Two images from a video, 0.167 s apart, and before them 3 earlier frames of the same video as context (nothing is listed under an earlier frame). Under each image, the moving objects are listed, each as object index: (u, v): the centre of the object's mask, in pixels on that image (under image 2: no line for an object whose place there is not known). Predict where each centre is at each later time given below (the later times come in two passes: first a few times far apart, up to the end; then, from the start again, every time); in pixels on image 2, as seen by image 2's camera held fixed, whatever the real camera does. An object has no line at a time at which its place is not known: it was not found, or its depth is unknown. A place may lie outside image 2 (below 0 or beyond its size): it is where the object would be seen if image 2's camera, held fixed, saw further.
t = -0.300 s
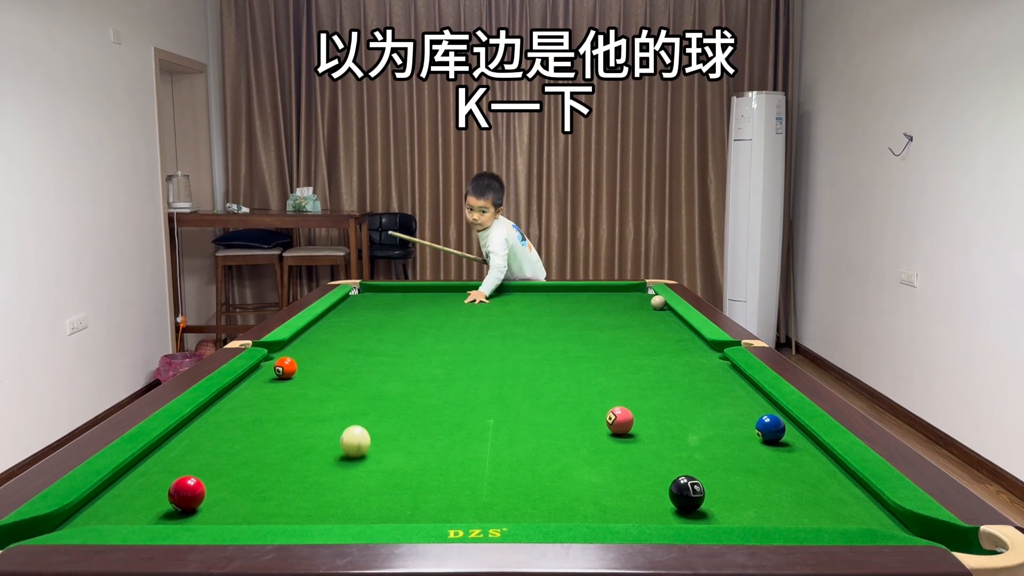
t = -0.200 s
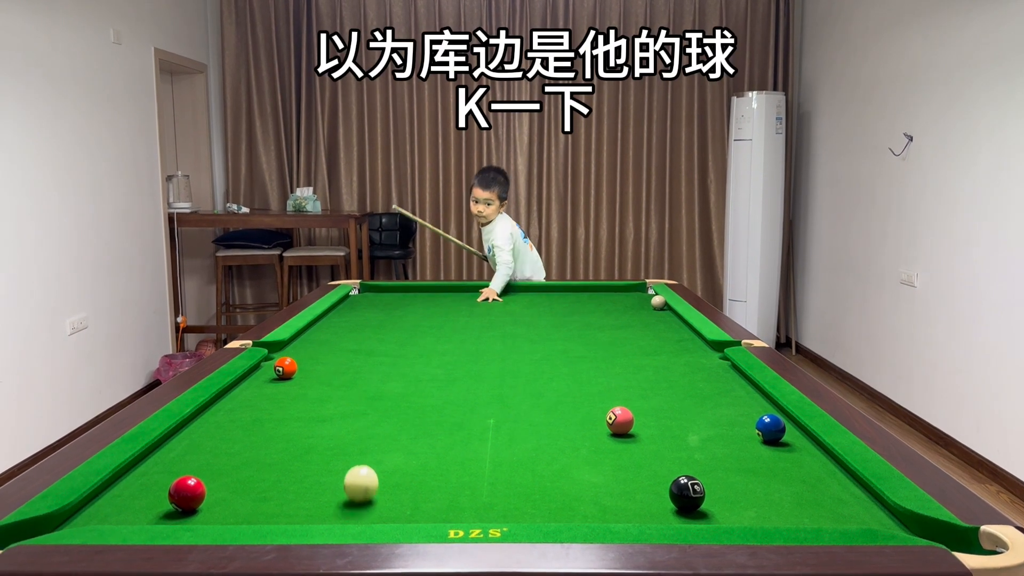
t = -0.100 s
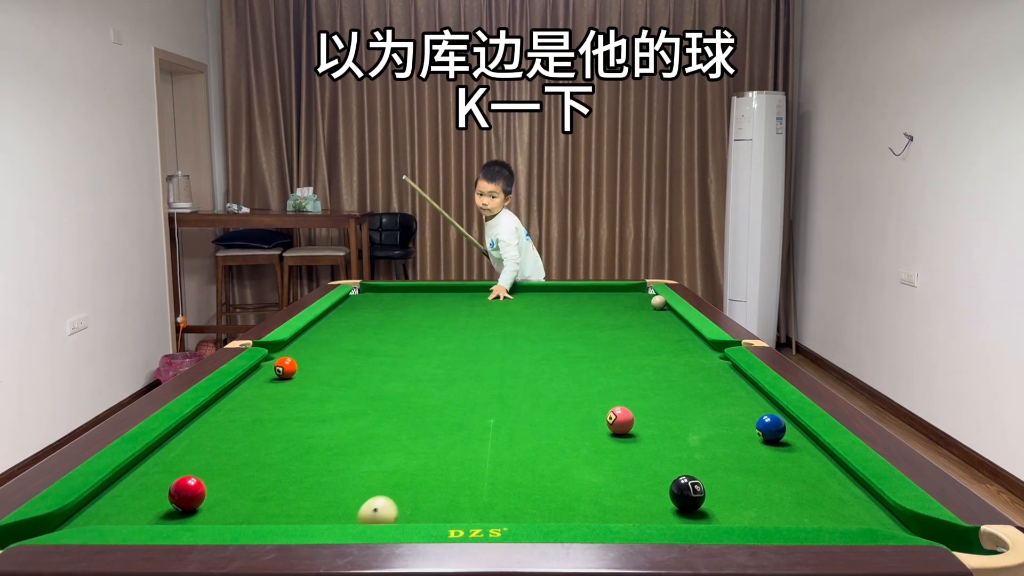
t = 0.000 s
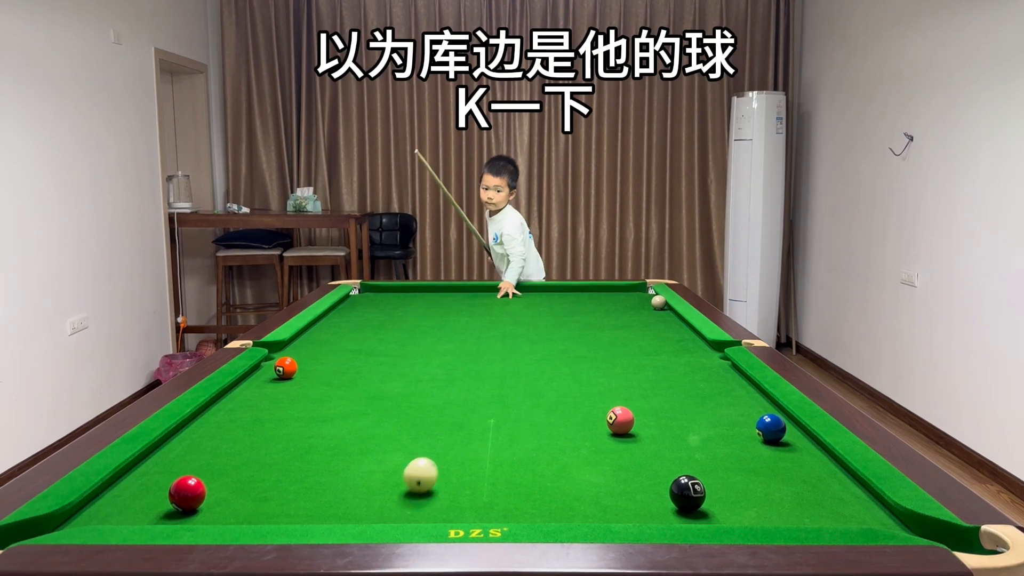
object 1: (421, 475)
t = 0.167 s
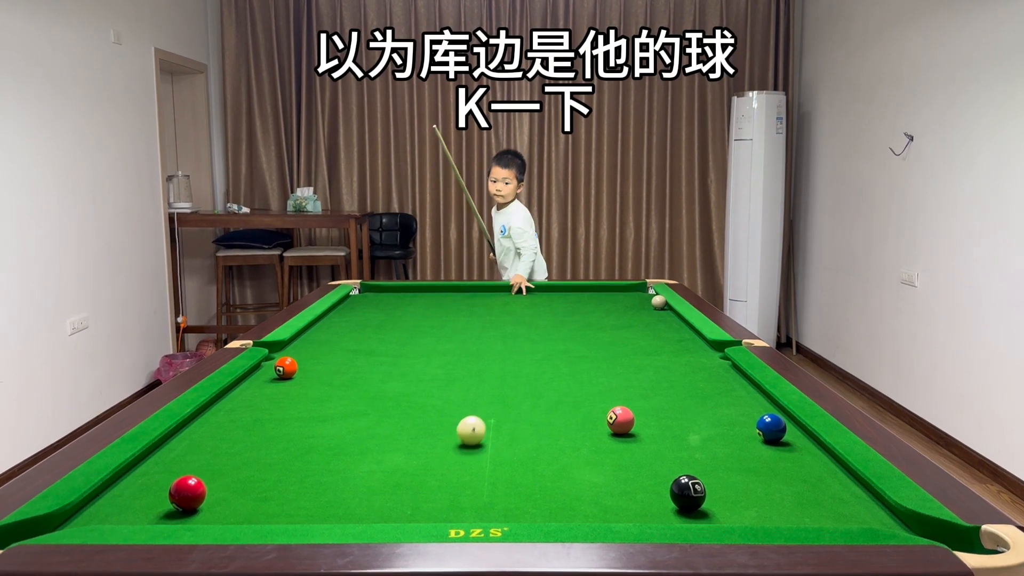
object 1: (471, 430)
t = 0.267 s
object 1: (494, 413)
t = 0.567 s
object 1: (548, 375)
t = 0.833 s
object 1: (583, 350)
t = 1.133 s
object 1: (613, 329)
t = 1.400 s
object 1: (634, 315)
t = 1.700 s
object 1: (644, 303)
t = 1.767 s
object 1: (639, 302)
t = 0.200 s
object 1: (479, 424)
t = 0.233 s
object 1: (487, 418)
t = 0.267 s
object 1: (494, 413)
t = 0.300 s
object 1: (501, 408)
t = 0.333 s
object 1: (508, 403)
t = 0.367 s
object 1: (514, 399)
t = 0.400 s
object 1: (520, 394)
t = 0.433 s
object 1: (526, 390)
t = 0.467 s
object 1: (532, 386)
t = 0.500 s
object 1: (537, 382)
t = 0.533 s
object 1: (543, 379)
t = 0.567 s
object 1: (548, 375)
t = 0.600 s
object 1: (553, 371)
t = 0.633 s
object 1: (557, 368)
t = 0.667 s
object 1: (562, 365)
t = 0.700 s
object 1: (566, 362)
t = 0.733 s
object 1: (570, 359)
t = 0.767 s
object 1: (575, 356)
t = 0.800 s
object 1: (579, 353)
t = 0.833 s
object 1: (583, 350)
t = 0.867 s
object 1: (586, 348)
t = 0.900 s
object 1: (590, 345)
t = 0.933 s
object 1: (594, 342)
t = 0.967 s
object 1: (597, 340)
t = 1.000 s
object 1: (601, 338)
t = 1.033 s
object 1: (604, 336)
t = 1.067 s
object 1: (607, 333)
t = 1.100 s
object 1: (610, 331)
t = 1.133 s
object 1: (613, 329)
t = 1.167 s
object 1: (616, 327)
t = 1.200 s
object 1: (619, 325)
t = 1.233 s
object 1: (622, 323)
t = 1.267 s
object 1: (624, 322)
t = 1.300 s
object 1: (627, 320)
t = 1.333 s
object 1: (629, 318)
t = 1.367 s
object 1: (632, 316)
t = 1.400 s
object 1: (634, 315)
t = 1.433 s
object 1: (637, 313)
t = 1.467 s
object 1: (639, 311)
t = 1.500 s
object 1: (641, 310)
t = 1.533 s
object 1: (644, 308)
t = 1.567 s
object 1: (646, 307)
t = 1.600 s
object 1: (648, 305)
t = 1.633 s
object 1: (650, 304)
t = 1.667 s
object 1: (647, 304)
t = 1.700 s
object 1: (644, 303)
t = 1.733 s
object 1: (641, 303)
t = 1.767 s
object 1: (639, 302)
